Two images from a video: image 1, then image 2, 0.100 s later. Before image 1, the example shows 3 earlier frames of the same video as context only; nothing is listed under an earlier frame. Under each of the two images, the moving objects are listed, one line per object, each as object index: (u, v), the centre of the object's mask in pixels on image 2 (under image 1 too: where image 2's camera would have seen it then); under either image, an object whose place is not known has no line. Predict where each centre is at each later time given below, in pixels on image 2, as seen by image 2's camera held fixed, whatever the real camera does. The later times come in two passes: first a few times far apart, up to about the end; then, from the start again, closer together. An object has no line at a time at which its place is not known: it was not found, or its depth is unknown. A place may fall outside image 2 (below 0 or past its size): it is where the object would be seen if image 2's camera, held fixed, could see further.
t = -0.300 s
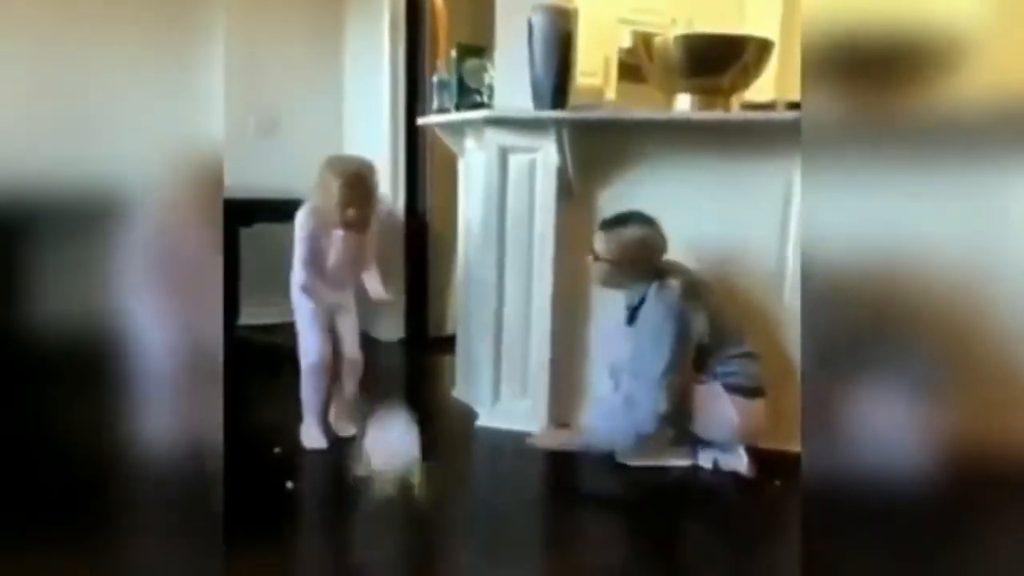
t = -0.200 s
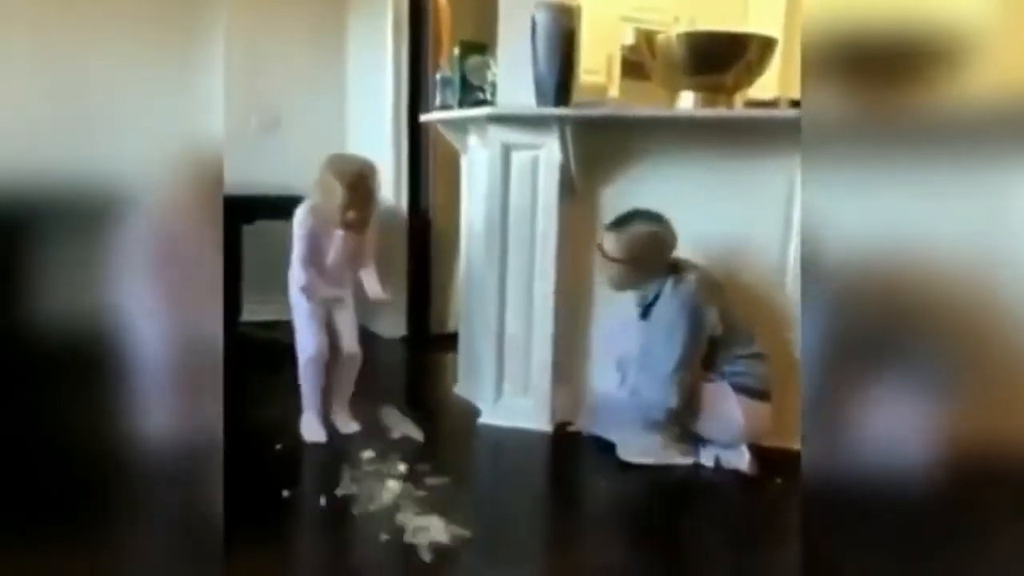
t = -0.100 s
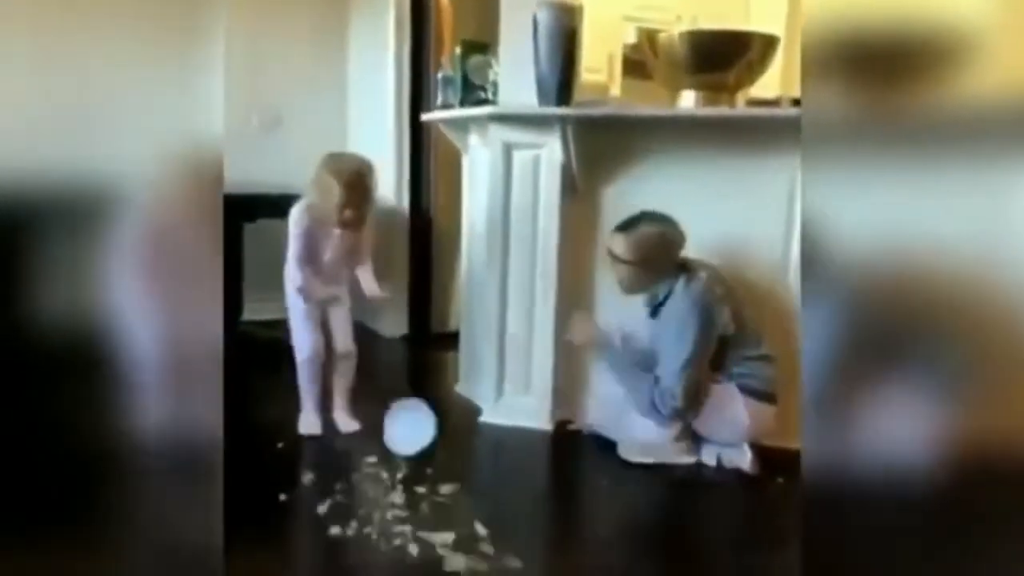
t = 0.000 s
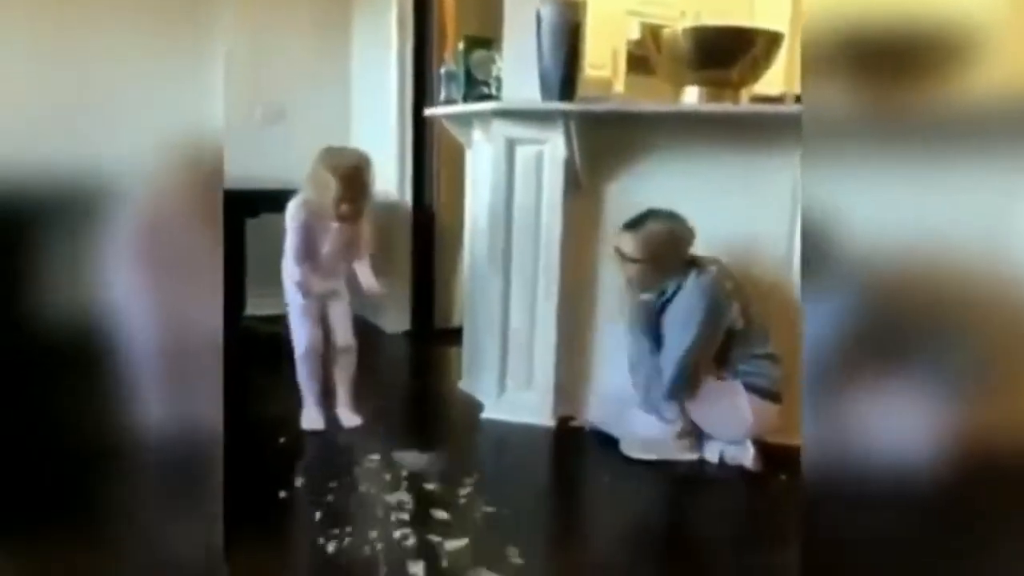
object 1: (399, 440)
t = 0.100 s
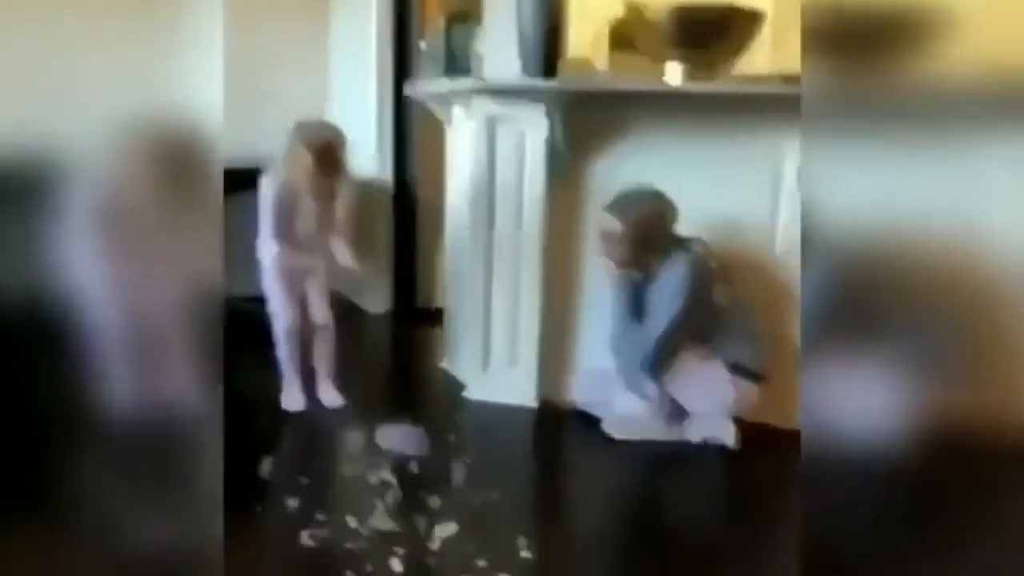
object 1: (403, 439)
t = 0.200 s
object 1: (402, 433)
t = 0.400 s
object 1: (406, 470)
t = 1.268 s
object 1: (407, 469)
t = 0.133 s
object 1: (402, 437)
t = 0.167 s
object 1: (402, 434)
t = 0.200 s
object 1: (402, 433)
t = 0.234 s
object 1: (403, 438)
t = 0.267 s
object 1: (403, 445)
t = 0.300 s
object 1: (404, 453)
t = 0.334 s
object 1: (406, 464)
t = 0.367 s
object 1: (405, 470)
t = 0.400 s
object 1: (406, 470)
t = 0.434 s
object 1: (408, 471)
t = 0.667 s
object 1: (407, 470)
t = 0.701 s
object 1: (407, 470)
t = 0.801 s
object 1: (407, 469)
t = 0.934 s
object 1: (407, 470)
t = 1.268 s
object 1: (407, 469)
